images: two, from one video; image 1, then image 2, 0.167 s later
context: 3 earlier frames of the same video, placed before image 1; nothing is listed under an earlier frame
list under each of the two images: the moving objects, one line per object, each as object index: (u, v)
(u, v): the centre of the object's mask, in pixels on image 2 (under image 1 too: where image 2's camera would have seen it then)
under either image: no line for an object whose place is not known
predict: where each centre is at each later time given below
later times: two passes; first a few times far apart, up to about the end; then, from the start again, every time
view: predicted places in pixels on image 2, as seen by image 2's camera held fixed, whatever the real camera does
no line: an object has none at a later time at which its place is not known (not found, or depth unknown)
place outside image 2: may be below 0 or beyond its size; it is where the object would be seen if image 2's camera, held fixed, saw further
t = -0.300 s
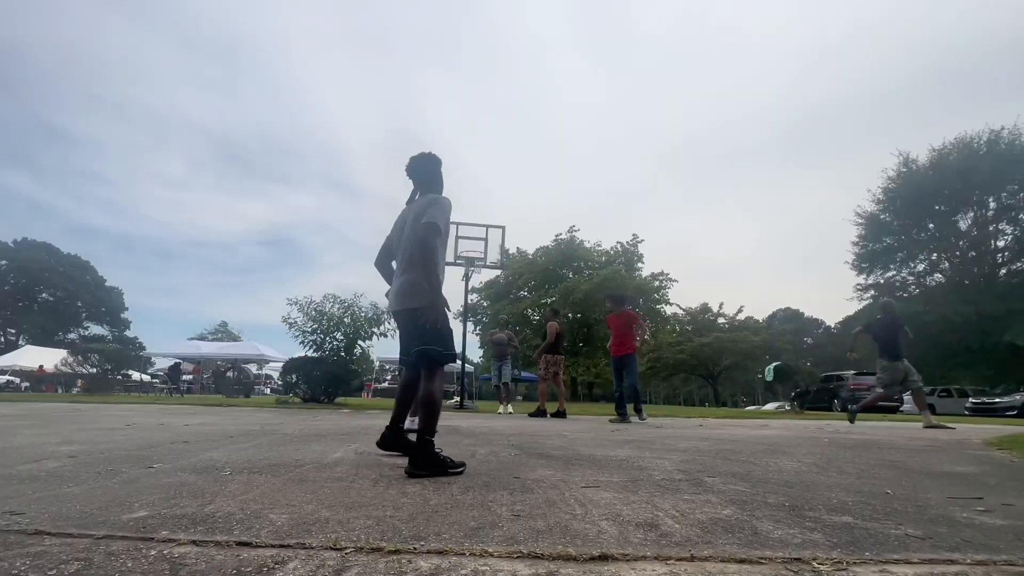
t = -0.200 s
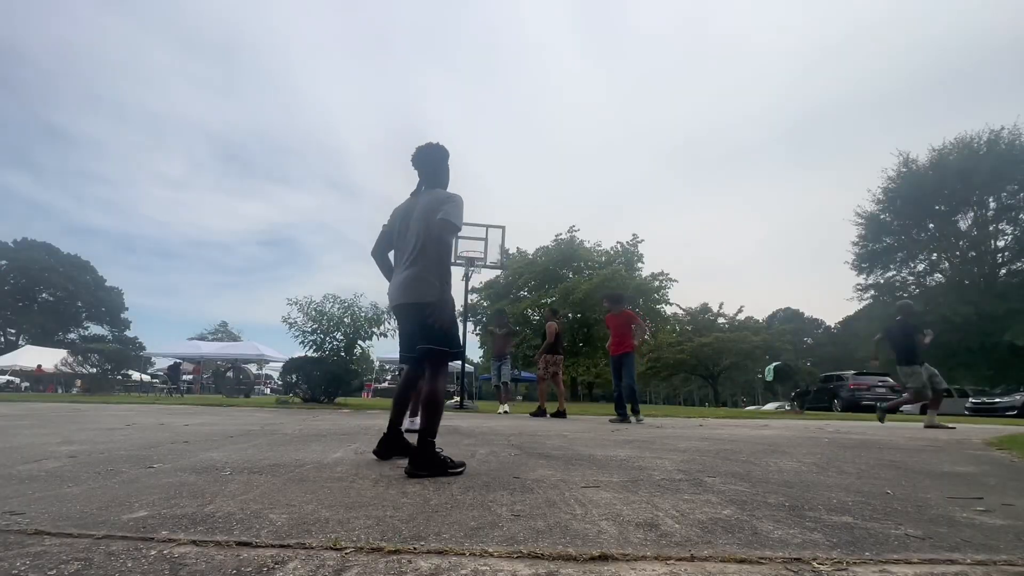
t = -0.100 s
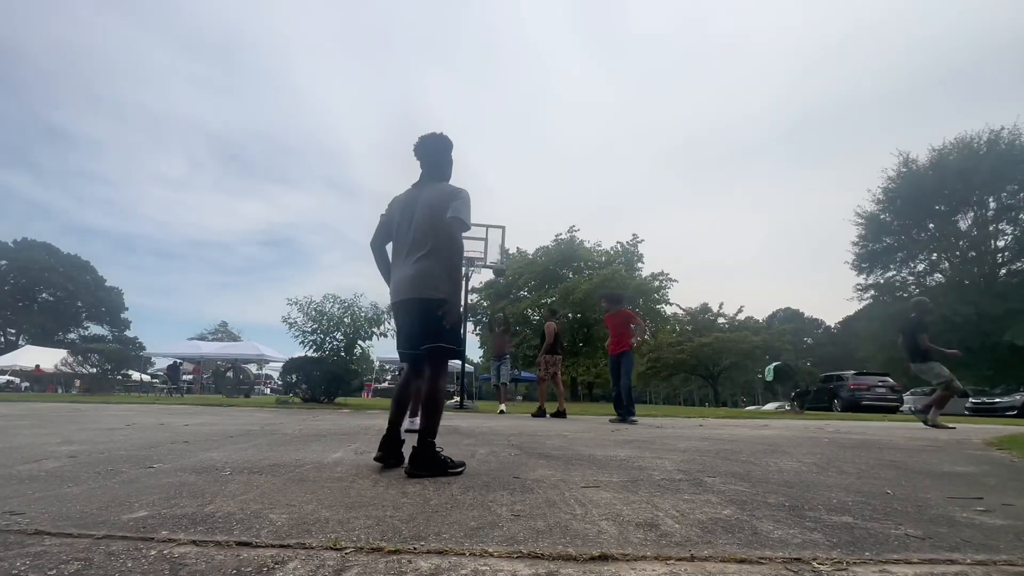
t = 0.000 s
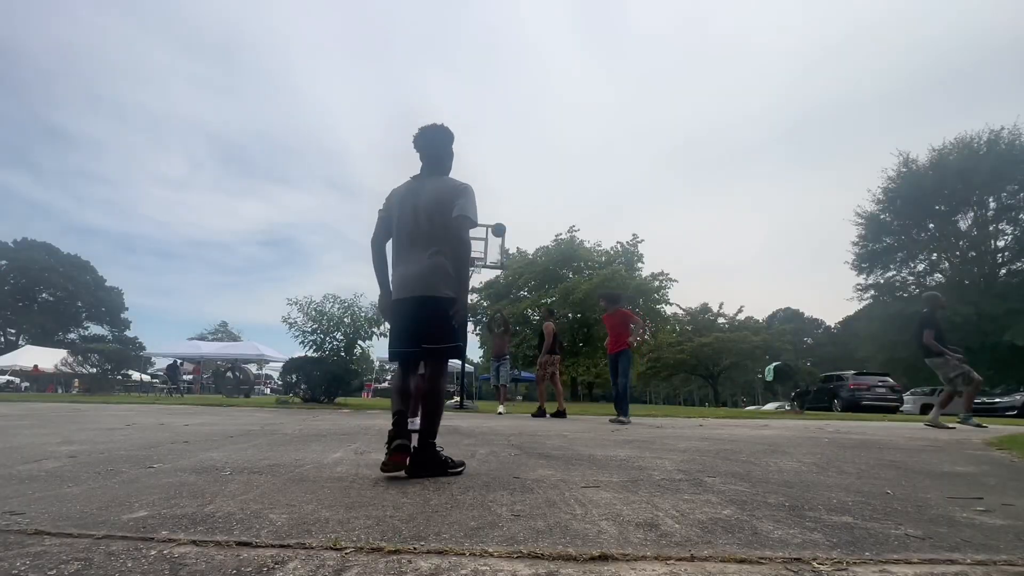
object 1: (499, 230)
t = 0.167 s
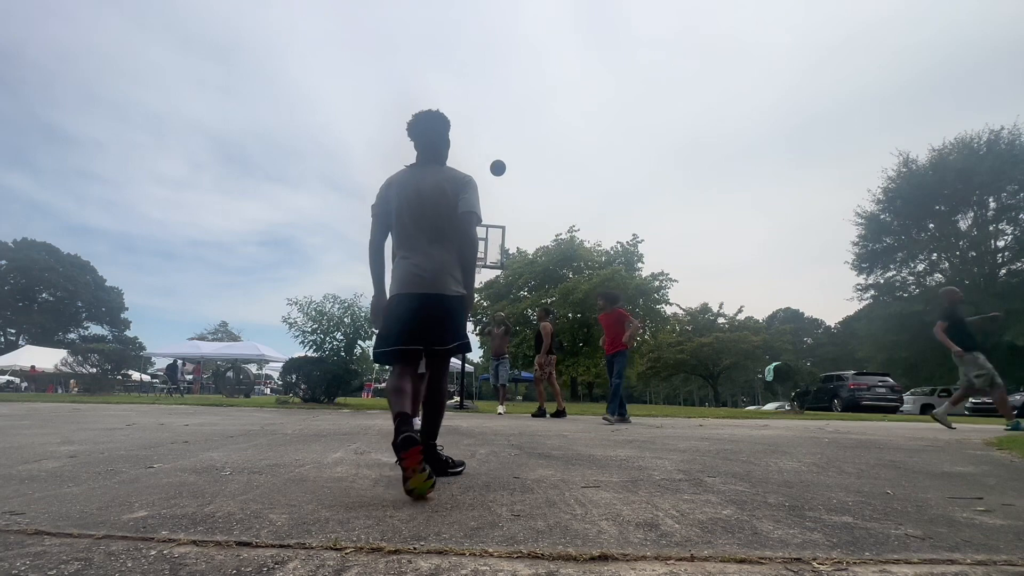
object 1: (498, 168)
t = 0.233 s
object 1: (498, 145)
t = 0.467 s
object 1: (497, 77)
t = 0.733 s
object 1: (498, 24)
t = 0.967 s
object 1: (499, 16)
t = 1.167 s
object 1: (502, 62)
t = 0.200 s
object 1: (498, 157)
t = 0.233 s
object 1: (498, 145)
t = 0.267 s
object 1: (498, 134)
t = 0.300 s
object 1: (497, 124)
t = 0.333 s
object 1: (497, 114)
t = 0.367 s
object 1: (497, 104)
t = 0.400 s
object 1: (497, 94)
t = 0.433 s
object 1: (497, 85)
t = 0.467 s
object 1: (497, 77)
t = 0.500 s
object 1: (497, 68)
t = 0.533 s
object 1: (497, 61)
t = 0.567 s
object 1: (497, 53)
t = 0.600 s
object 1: (497, 46)
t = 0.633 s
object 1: (497, 40)
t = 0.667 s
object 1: (497, 34)
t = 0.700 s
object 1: (498, 29)
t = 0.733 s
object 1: (498, 24)
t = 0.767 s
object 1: (498, 20)
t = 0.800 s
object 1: (498, 17)
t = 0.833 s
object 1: (498, 15)
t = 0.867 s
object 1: (498, 14)
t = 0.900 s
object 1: (499, 13)
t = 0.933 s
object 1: (499, 14)
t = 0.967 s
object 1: (499, 16)
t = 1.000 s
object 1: (499, 18)
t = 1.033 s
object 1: (500, 22)
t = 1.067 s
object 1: (500, 29)
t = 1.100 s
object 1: (500, 38)
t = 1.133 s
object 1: (501, 49)
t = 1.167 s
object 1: (502, 62)
